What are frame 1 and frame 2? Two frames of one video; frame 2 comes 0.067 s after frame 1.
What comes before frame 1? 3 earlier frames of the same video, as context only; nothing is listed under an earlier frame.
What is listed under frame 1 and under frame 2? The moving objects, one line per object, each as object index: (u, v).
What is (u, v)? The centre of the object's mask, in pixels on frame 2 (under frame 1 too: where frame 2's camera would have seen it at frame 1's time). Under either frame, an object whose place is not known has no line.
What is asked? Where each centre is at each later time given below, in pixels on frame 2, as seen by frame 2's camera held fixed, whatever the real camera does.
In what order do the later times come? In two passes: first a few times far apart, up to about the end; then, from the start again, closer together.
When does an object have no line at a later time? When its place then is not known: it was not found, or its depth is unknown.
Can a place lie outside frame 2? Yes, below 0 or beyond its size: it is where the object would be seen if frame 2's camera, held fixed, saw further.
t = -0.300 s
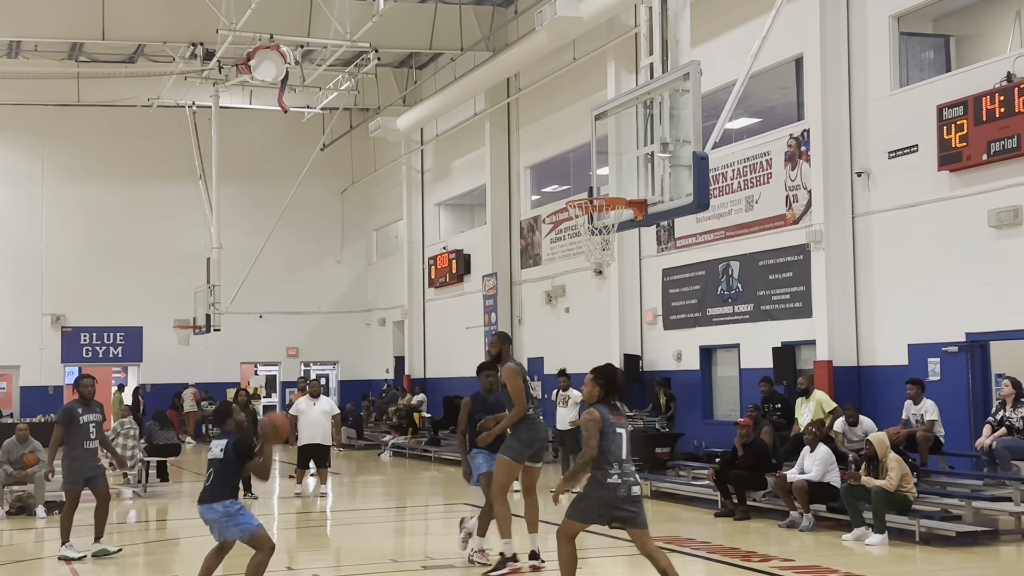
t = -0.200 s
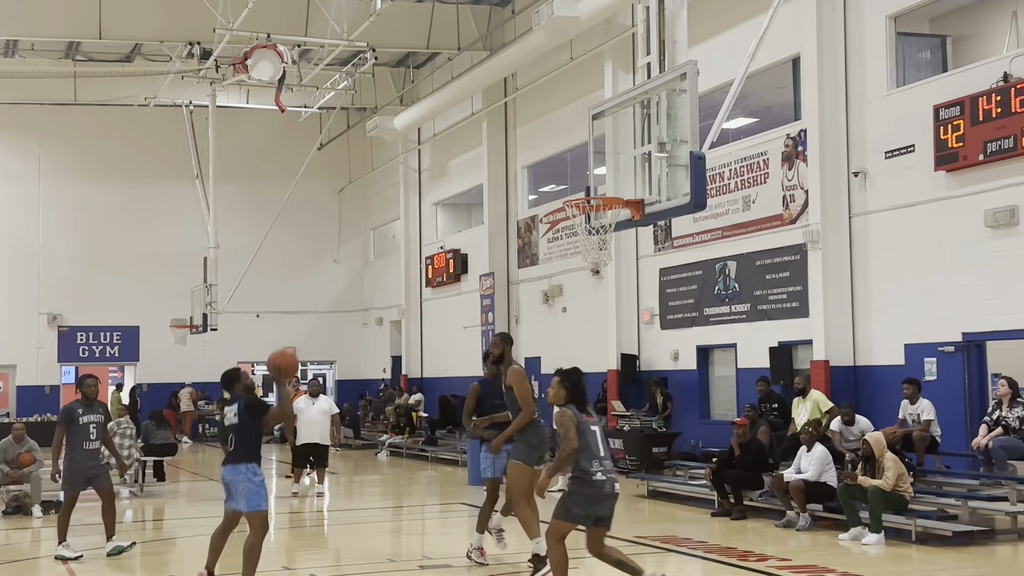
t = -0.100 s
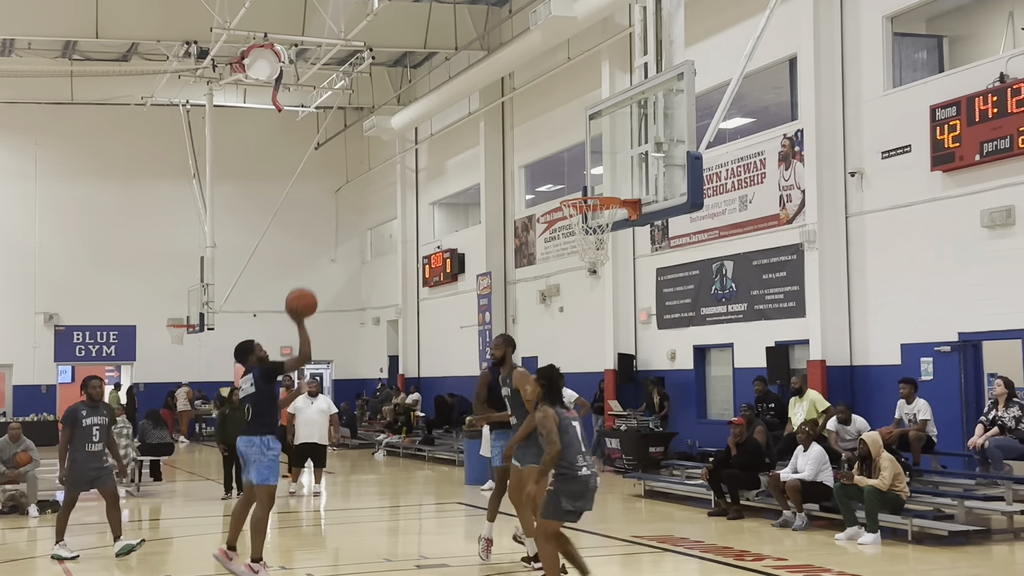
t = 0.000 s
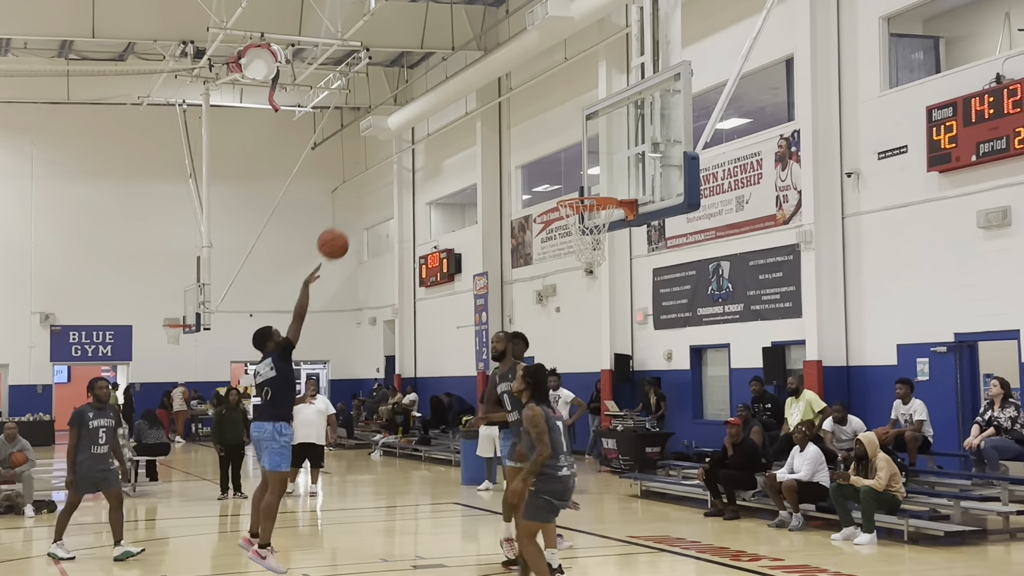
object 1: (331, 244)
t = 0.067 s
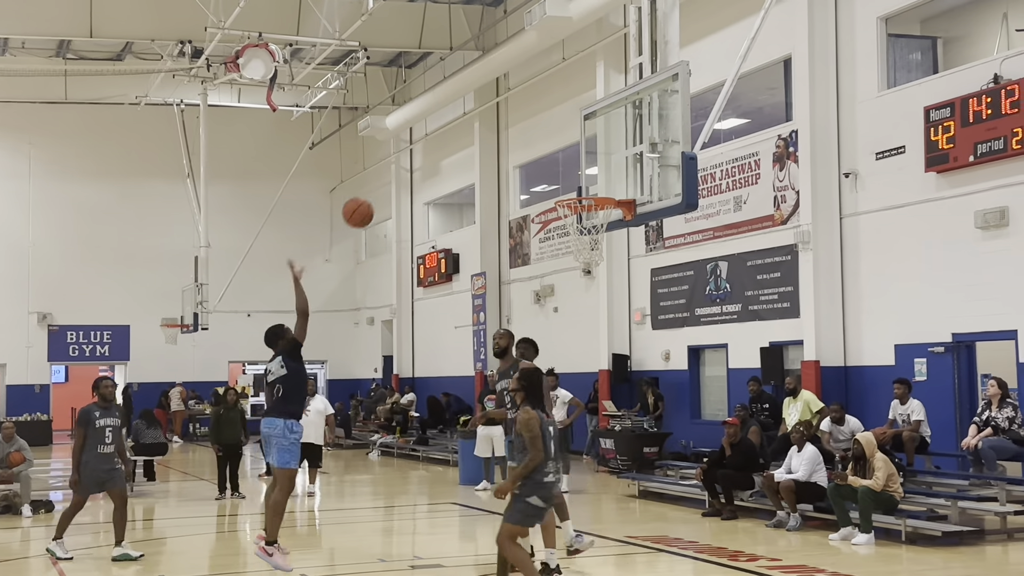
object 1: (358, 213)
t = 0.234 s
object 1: (423, 161)
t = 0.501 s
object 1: (524, 152)
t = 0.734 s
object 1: (595, 215)
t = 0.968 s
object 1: (560, 290)
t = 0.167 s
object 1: (397, 177)
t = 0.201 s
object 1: (410, 168)
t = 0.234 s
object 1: (423, 161)
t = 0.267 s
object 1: (436, 155)
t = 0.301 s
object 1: (449, 151)
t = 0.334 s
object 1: (462, 147)
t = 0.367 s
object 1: (474, 145)
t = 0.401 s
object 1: (487, 145)
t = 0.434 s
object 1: (500, 146)
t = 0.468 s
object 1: (512, 148)
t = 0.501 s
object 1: (524, 152)
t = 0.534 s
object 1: (537, 156)
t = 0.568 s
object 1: (549, 163)
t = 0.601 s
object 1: (561, 170)
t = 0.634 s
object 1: (573, 179)
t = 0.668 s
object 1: (586, 187)
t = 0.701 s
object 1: (598, 192)
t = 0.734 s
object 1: (595, 215)
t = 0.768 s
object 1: (589, 221)
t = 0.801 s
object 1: (583, 236)
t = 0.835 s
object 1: (577, 246)
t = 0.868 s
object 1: (573, 257)
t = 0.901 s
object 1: (569, 265)
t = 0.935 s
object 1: (564, 277)
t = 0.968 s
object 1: (560, 290)
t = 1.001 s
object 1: (556, 304)
